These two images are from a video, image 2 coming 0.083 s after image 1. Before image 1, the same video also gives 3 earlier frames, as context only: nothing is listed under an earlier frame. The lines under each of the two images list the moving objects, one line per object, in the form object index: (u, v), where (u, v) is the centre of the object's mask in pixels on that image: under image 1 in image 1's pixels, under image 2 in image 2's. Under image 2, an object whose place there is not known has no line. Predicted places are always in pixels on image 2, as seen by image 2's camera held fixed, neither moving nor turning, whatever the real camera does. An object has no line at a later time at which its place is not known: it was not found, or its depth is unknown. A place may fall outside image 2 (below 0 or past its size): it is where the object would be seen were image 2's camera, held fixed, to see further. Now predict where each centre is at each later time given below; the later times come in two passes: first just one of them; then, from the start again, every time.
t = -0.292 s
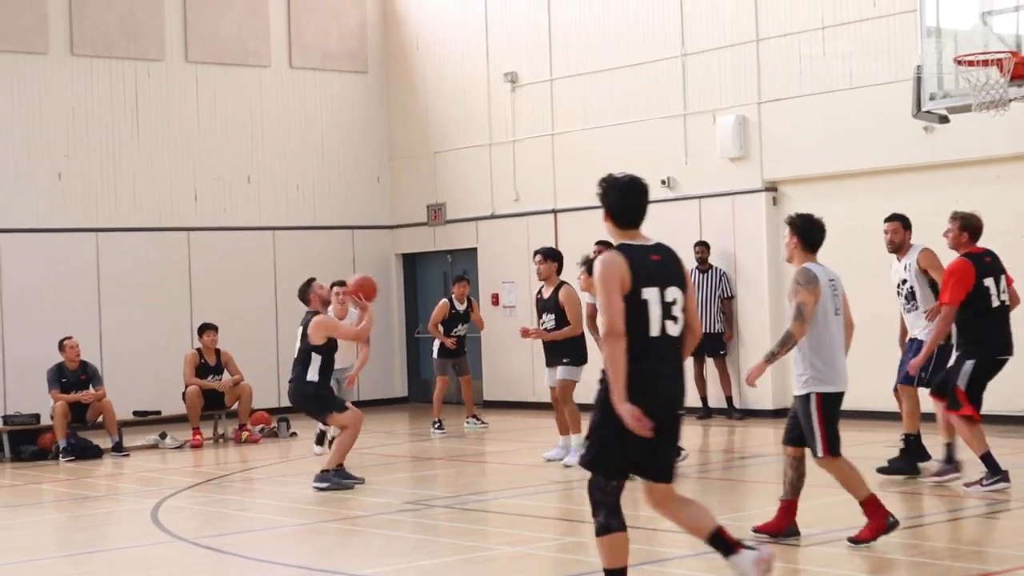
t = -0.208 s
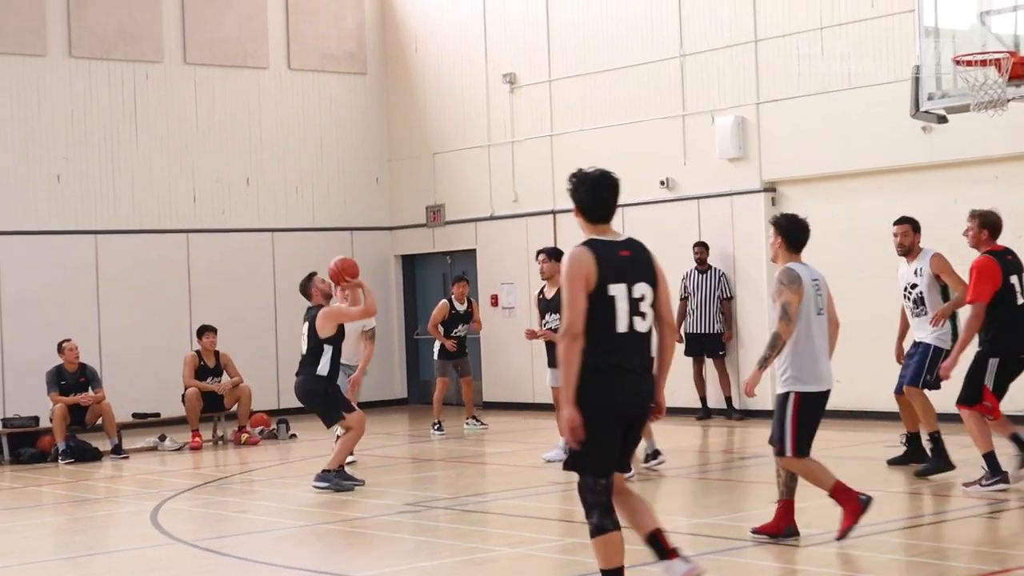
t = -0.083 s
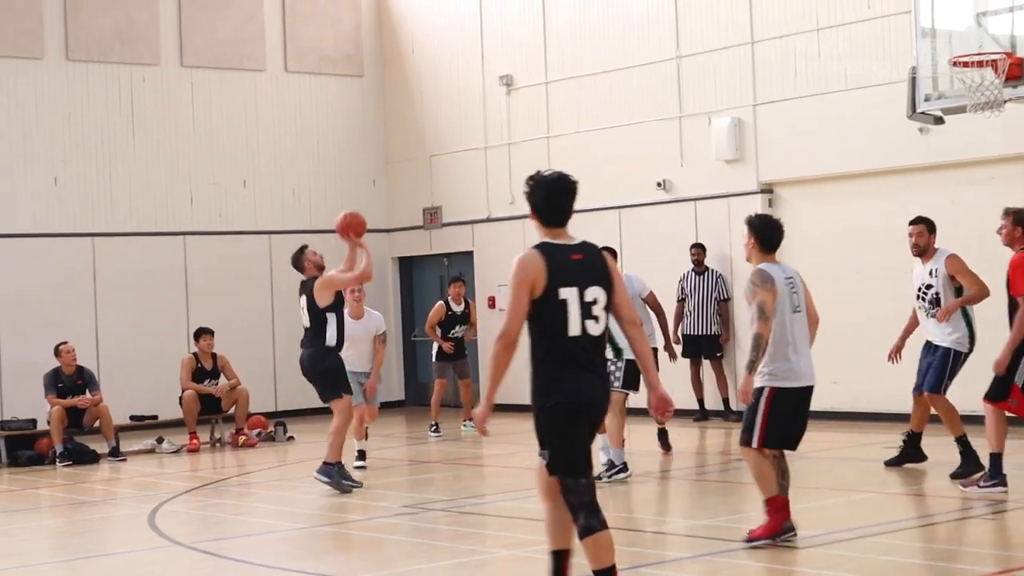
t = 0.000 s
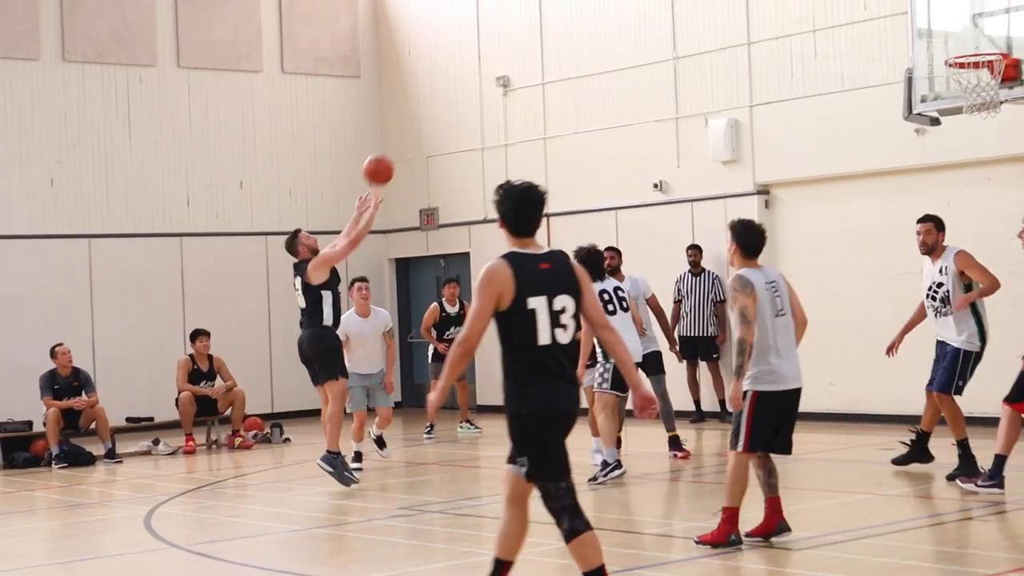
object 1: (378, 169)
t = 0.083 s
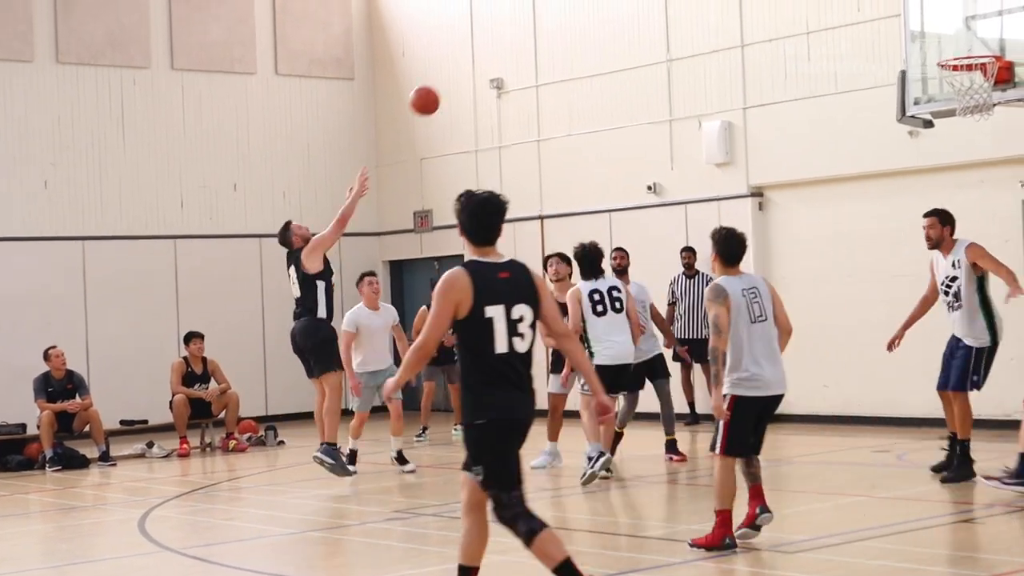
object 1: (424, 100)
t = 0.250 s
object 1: (510, 10)
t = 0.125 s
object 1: (446, 74)
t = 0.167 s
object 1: (468, 50)
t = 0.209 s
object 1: (489, 29)
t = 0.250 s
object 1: (510, 10)
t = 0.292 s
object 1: (532, -8)
